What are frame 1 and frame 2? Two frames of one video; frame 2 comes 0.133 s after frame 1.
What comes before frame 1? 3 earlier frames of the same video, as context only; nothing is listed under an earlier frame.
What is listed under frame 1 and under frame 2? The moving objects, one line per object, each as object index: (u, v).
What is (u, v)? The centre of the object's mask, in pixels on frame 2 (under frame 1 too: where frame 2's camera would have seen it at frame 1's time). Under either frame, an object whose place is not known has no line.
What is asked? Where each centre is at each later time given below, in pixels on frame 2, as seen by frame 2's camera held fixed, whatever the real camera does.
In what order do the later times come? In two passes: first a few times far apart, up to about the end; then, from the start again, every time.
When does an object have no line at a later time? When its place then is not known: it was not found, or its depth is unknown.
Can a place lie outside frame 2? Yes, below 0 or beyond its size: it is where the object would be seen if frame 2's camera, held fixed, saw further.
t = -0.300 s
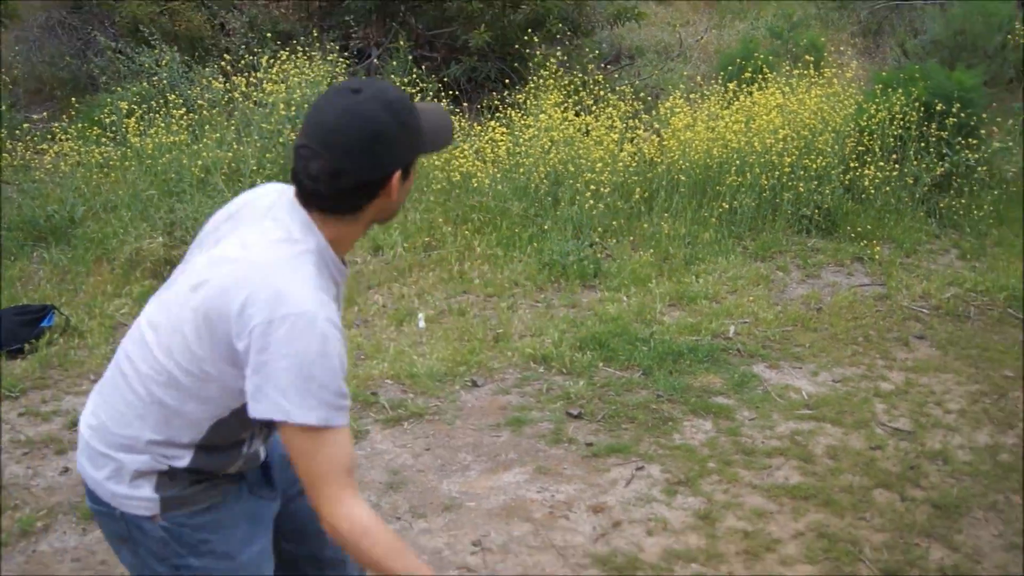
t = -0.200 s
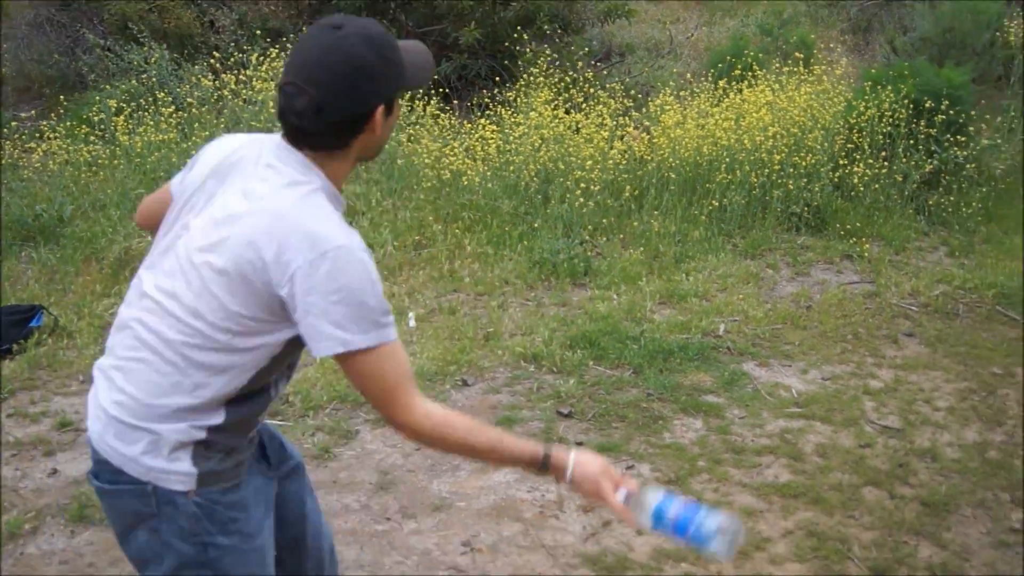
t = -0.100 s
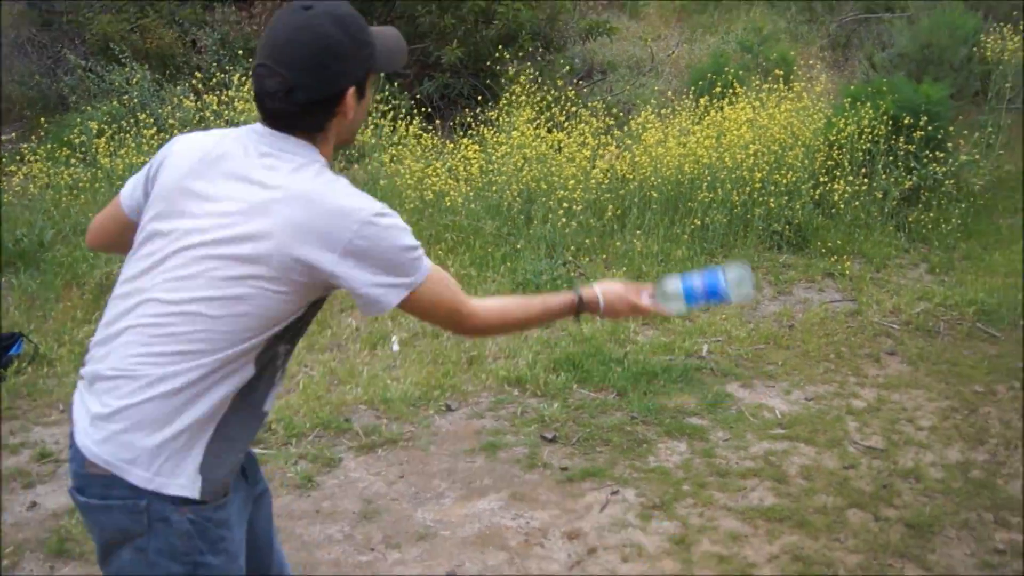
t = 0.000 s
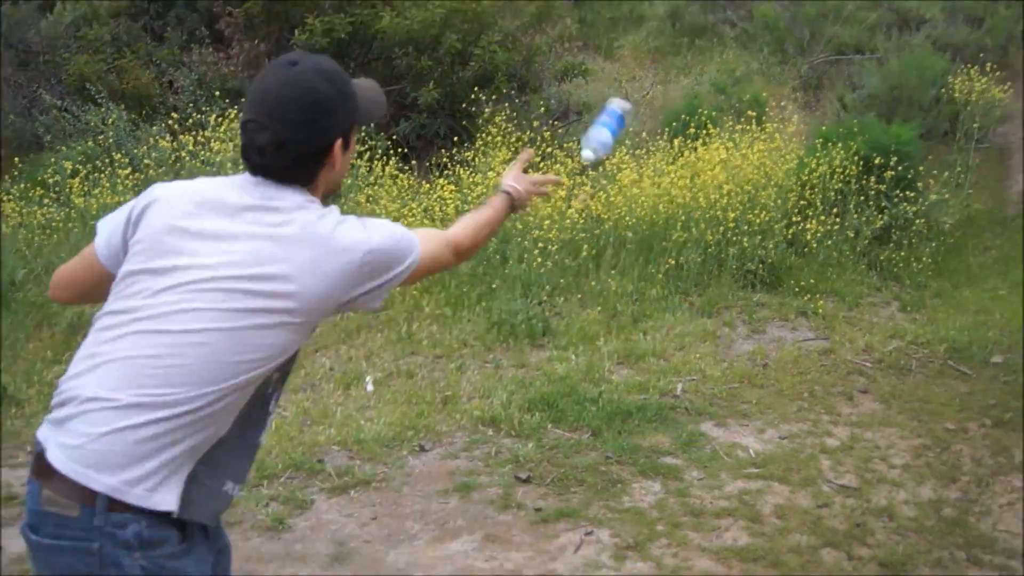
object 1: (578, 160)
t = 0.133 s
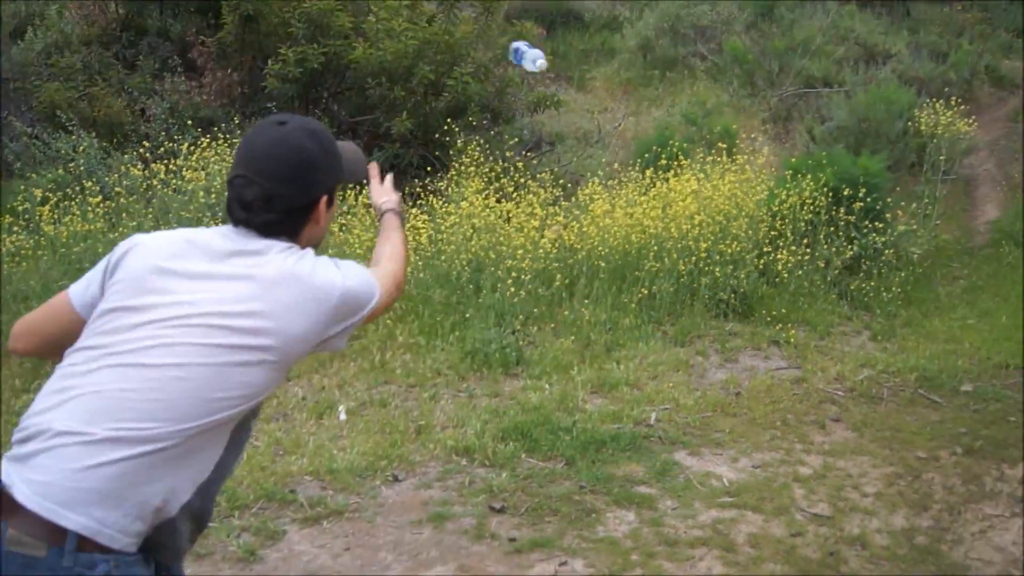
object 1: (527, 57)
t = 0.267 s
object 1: (497, 38)
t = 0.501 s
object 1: (476, 92)
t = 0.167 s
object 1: (519, 47)
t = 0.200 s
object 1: (512, 40)
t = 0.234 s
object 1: (505, 37)
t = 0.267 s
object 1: (497, 38)
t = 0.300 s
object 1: (490, 41)
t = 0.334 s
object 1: (485, 46)
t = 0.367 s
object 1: (484, 51)
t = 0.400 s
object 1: (483, 59)
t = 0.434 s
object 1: (483, 69)
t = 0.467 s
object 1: (480, 82)
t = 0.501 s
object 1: (476, 92)
